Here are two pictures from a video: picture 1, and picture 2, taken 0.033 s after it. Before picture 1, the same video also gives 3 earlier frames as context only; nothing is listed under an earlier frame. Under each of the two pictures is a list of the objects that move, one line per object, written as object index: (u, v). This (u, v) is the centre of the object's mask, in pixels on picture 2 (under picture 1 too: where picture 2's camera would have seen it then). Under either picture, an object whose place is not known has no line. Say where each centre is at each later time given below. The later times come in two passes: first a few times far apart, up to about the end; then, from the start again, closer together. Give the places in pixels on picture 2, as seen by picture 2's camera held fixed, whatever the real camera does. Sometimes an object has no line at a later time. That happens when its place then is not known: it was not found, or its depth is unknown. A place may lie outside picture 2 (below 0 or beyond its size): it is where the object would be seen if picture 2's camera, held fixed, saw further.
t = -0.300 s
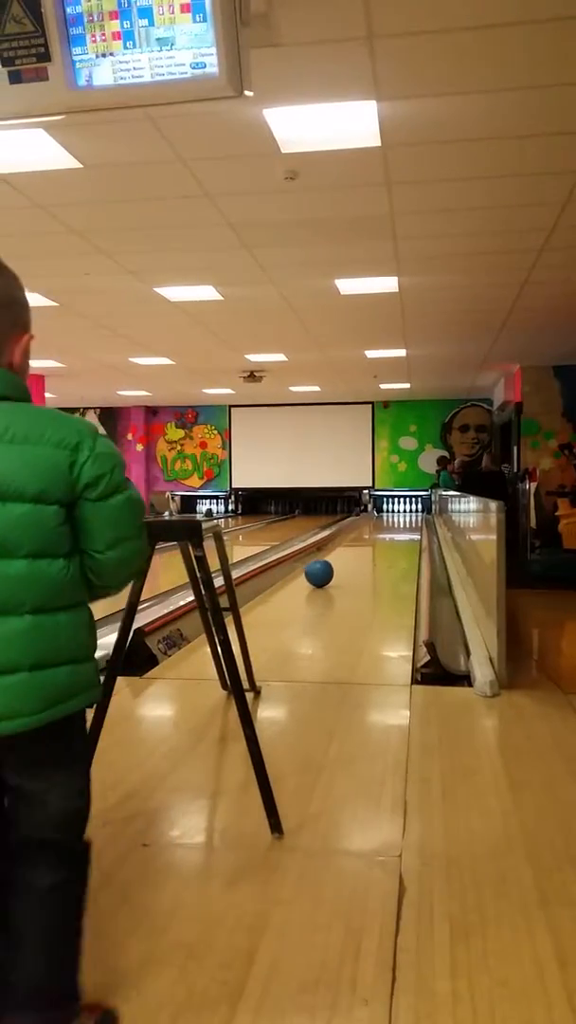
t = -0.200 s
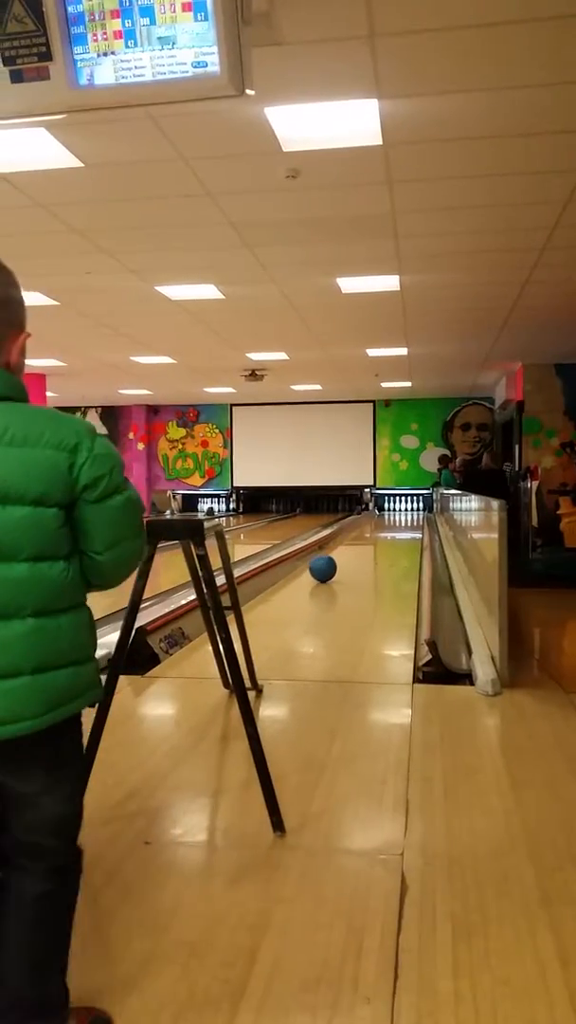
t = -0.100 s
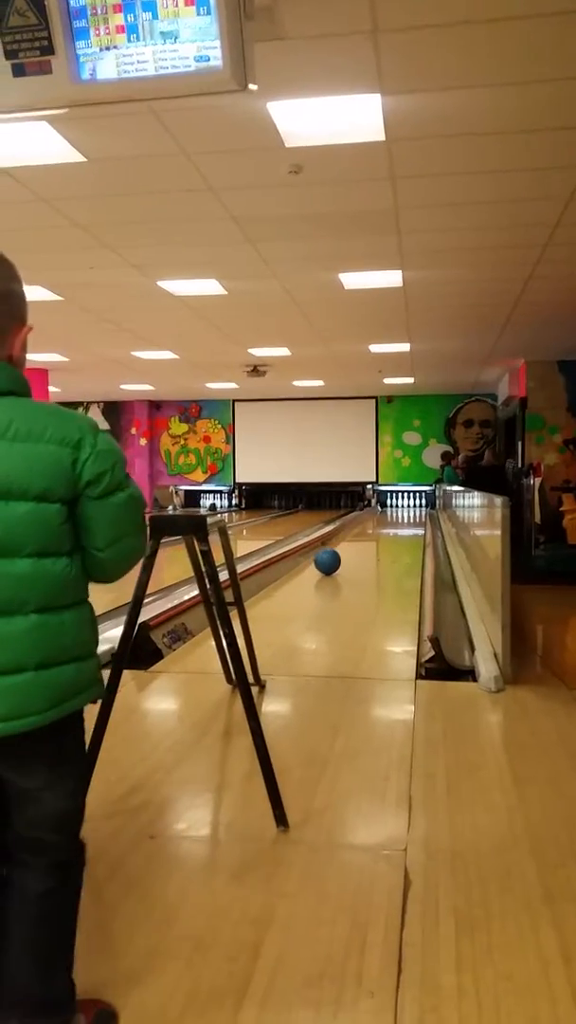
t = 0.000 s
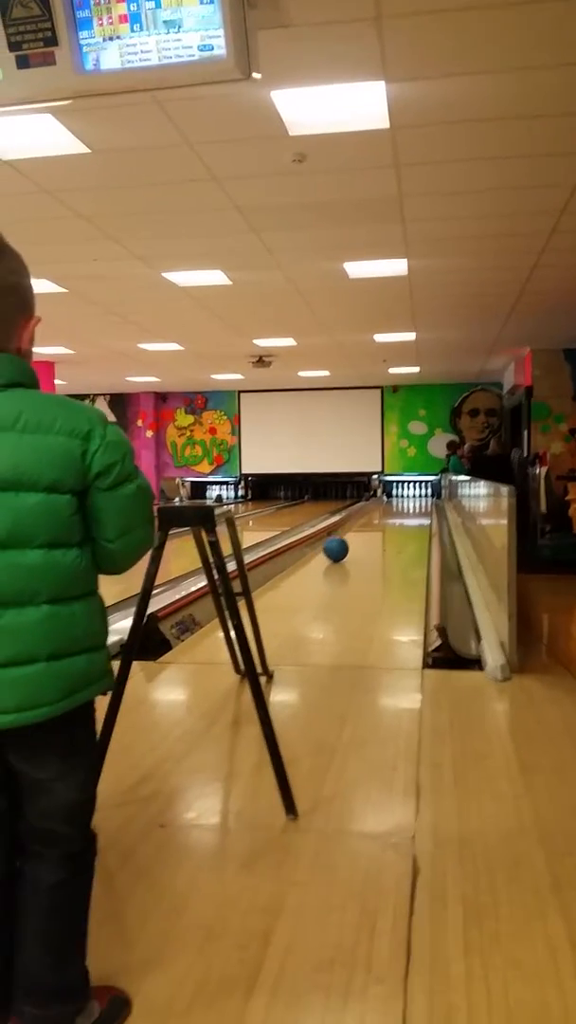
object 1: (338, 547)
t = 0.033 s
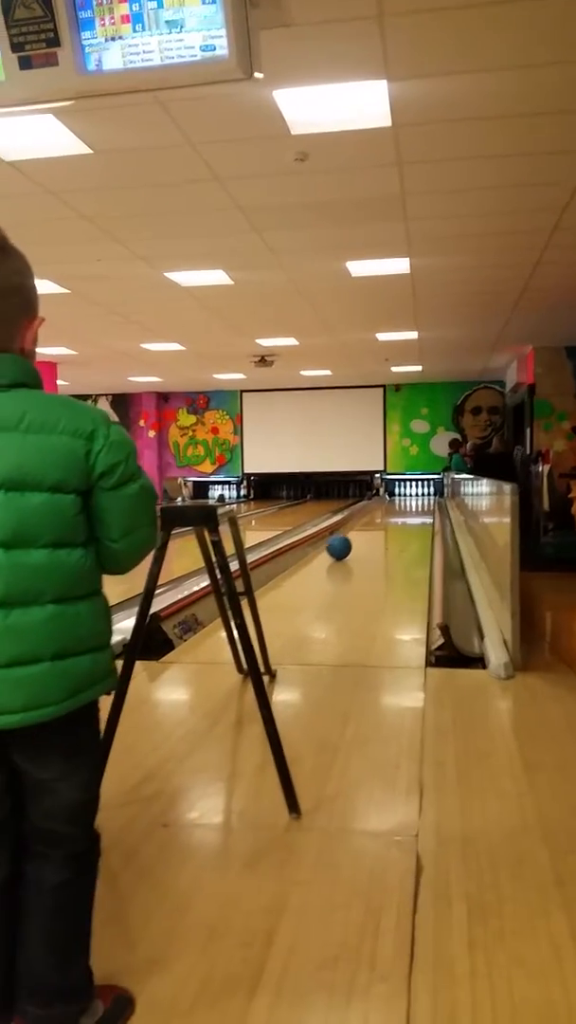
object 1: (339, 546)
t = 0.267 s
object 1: (343, 541)
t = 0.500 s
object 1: (346, 536)
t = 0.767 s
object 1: (350, 531)
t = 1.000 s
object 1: (353, 527)
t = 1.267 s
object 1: (356, 523)
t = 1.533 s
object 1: (359, 521)
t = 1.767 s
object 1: (361, 518)
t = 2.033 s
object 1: (363, 515)
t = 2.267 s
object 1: (365, 513)
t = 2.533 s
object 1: (367, 511)
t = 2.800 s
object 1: (368, 509)
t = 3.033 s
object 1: (371, 507)
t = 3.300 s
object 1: (373, 506)
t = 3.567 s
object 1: (375, 504)
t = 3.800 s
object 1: (377, 503)
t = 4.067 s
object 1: (379, 501)
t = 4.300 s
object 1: (381, 500)
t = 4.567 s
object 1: (383, 499)
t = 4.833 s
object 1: (385, 498)
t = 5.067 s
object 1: (386, 497)
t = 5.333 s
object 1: (388, 496)
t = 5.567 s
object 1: (389, 495)
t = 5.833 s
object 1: (389, 496)
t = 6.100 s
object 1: (390, 494)
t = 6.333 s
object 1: (391, 493)
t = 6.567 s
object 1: (391, 493)
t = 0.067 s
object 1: (339, 546)
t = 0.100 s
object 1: (340, 545)
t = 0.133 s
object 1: (340, 544)
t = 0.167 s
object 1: (341, 543)
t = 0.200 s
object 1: (341, 542)
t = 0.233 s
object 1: (342, 542)
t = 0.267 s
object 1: (343, 541)
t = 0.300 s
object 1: (343, 540)
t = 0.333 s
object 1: (344, 539)
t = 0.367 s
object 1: (344, 539)
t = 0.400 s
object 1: (345, 538)
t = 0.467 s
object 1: (346, 536)
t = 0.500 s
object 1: (346, 536)
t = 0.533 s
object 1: (347, 535)
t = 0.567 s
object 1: (347, 534)
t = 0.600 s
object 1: (348, 534)
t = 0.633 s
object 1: (348, 533)
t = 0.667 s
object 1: (349, 532)
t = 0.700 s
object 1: (349, 532)
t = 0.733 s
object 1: (349, 531)
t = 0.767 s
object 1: (350, 531)
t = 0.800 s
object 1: (350, 530)
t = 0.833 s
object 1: (351, 530)
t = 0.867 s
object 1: (351, 529)
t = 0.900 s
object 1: (351, 529)
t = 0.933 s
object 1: (352, 528)
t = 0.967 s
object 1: (352, 528)
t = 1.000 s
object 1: (353, 527)
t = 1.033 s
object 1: (353, 526)
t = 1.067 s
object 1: (353, 526)
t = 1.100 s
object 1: (354, 526)
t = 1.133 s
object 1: (354, 525)
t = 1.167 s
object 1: (355, 525)
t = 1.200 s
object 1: (355, 524)
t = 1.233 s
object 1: (355, 524)
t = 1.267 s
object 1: (356, 523)
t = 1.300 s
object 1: (356, 523)
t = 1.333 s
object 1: (357, 523)
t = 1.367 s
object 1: (357, 522)
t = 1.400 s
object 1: (357, 522)
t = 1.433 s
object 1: (358, 521)
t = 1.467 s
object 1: (358, 521)
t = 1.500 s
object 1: (358, 521)
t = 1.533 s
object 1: (359, 521)
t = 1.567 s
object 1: (359, 520)
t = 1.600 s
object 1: (359, 520)
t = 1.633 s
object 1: (360, 519)
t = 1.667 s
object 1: (360, 519)
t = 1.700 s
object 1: (360, 519)
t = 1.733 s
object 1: (361, 519)
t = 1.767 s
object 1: (361, 518)
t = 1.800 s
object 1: (361, 518)
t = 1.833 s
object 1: (362, 517)
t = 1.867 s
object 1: (362, 517)
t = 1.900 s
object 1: (362, 517)
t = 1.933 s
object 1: (362, 516)
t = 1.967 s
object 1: (363, 516)
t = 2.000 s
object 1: (363, 516)
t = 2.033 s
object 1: (363, 515)
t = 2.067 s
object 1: (363, 515)
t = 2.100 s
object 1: (364, 515)
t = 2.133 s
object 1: (364, 515)
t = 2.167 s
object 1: (364, 514)
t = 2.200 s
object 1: (365, 514)
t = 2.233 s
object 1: (365, 514)
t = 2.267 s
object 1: (365, 513)
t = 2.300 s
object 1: (365, 513)
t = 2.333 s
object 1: (365, 513)
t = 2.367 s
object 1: (366, 512)
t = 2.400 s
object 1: (366, 512)
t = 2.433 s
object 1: (366, 512)
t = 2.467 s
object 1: (366, 511)
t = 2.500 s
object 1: (367, 512)
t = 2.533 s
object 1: (367, 511)
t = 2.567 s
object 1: (367, 510)
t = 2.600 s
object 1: (367, 510)
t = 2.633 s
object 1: (367, 510)
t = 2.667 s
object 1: (368, 510)
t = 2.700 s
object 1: (368, 509)
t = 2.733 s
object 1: (368, 509)
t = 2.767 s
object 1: (368, 509)
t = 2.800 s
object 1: (368, 509)
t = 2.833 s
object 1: (368, 509)
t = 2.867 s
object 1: (369, 509)
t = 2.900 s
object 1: (369, 508)
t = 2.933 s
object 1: (369, 508)
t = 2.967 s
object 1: (370, 508)
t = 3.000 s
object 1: (370, 508)
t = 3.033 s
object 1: (371, 507)
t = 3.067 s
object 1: (371, 507)
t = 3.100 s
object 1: (371, 507)
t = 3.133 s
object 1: (371, 506)
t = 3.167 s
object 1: (372, 506)
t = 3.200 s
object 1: (372, 506)
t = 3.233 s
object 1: (372, 506)
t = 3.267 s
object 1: (373, 506)
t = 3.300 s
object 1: (373, 506)
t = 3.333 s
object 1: (373, 505)
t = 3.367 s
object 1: (374, 505)
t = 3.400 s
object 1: (374, 505)
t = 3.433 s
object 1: (375, 505)
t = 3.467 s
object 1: (375, 505)
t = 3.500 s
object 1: (375, 504)
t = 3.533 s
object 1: (375, 504)
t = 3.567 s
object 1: (375, 504)
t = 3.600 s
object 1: (376, 504)
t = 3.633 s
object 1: (376, 504)
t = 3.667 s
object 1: (376, 504)
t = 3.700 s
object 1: (376, 503)
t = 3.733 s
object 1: (376, 503)
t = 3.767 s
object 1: (376, 503)
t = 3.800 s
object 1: (377, 503)
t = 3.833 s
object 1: (377, 502)
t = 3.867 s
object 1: (378, 502)
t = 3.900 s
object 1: (378, 502)
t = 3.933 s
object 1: (378, 502)
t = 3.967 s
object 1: (378, 501)
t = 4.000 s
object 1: (379, 501)
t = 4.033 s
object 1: (379, 501)
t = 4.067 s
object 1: (379, 501)
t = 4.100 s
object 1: (379, 501)
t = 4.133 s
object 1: (379, 501)
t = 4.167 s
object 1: (380, 500)
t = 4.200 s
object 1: (380, 500)
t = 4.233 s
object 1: (380, 500)
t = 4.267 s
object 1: (381, 500)
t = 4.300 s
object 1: (381, 500)
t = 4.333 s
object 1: (381, 500)
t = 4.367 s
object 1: (381, 500)
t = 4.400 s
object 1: (381, 500)
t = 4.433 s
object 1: (382, 500)
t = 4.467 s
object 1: (382, 500)
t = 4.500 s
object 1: (383, 499)
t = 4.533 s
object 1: (383, 499)
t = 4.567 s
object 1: (383, 499)
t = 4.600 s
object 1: (383, 499)
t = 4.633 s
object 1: (384, 499)
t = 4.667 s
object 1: (384, 499)
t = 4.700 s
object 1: (384, 498)
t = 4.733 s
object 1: (384, 498)
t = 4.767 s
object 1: (385, 498)
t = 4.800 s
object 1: (385, 498)
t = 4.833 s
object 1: (385, 498)
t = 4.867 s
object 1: (385, 497)
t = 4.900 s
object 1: (386, 497)
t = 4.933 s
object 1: (386, 497)
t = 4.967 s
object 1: (386, 497)
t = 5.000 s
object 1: (386, 497)
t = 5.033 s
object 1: (386, 497)
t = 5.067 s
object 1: (386, 497)
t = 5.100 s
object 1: (386, 497)
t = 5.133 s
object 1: (387, 497)
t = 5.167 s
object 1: (387, 497)
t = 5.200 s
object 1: (387, 497)
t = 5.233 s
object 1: (387, 496)
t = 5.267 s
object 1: (388, 496)
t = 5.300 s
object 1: (388, 496)
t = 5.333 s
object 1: (388, 496)
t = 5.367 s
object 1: (388, 496)
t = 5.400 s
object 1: (388, 496)
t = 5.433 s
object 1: (388, 496)
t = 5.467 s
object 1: (388, 496)
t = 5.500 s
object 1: (389, 496)
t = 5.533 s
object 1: (389, 495)
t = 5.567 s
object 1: (389, 495)
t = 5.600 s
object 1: (389, 495)
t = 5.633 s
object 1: (389, 495)
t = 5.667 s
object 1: (388, 496)
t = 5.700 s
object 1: (389, 495)
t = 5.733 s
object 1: (389, 495)
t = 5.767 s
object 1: (389, 495)
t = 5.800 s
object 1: (389, 495)
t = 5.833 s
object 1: (389, 496)
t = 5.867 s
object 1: (389, 495)
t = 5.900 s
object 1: (390, 495)
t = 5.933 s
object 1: (389, 496)
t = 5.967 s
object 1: (390, 496)
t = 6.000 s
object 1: (389, 496)
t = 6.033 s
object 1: (390, 494)
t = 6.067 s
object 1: (390, 494)
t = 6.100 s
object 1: (390, 494)
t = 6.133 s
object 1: (391, 494)
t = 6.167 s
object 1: (391, 494)
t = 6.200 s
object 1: (391, 494)
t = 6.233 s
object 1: (391, 494)
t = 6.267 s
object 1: (391, 494)
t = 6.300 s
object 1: (391, 494)
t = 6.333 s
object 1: (391, 493)
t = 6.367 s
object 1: (391, 493)
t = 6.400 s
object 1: (391, 493)
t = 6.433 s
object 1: (391, 494)
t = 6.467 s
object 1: (391, 493)
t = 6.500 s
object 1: (391, 493)
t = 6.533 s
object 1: (391, 493)
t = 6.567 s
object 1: (391, 493)
